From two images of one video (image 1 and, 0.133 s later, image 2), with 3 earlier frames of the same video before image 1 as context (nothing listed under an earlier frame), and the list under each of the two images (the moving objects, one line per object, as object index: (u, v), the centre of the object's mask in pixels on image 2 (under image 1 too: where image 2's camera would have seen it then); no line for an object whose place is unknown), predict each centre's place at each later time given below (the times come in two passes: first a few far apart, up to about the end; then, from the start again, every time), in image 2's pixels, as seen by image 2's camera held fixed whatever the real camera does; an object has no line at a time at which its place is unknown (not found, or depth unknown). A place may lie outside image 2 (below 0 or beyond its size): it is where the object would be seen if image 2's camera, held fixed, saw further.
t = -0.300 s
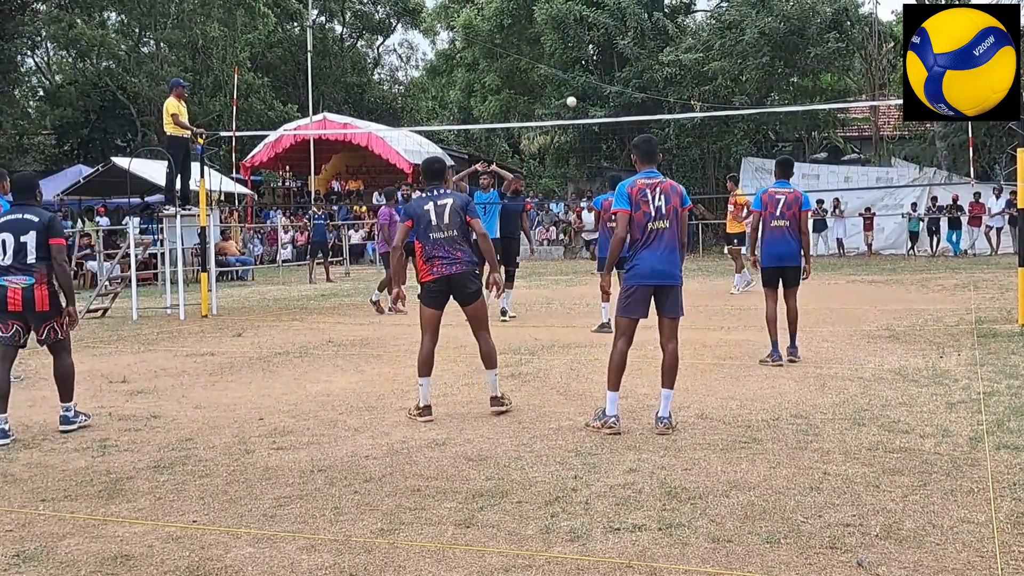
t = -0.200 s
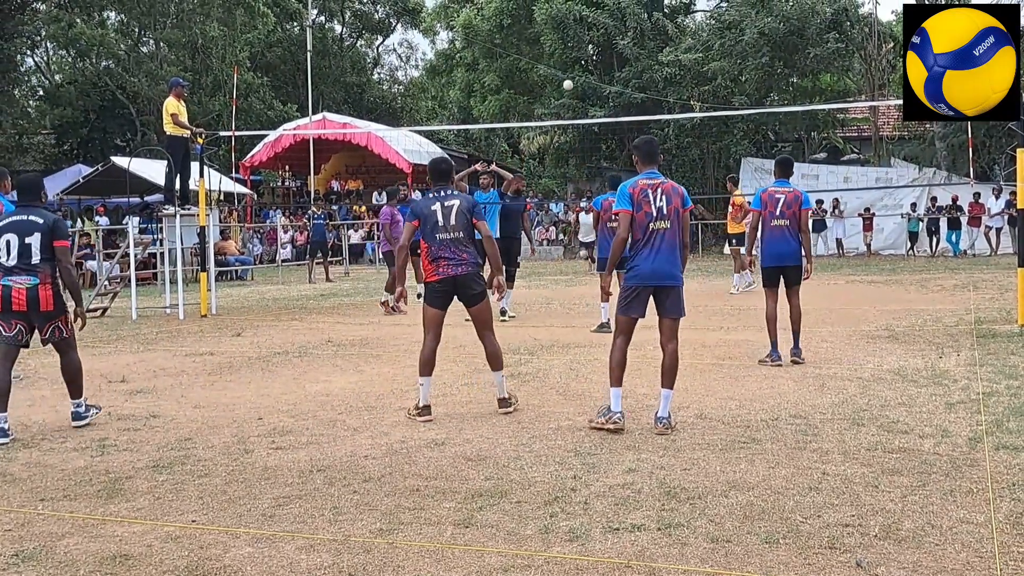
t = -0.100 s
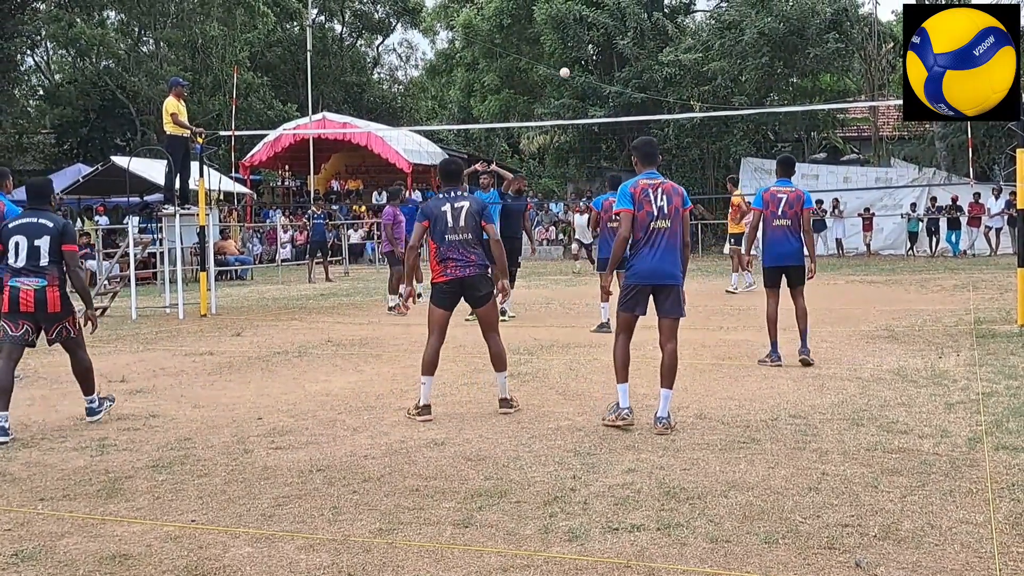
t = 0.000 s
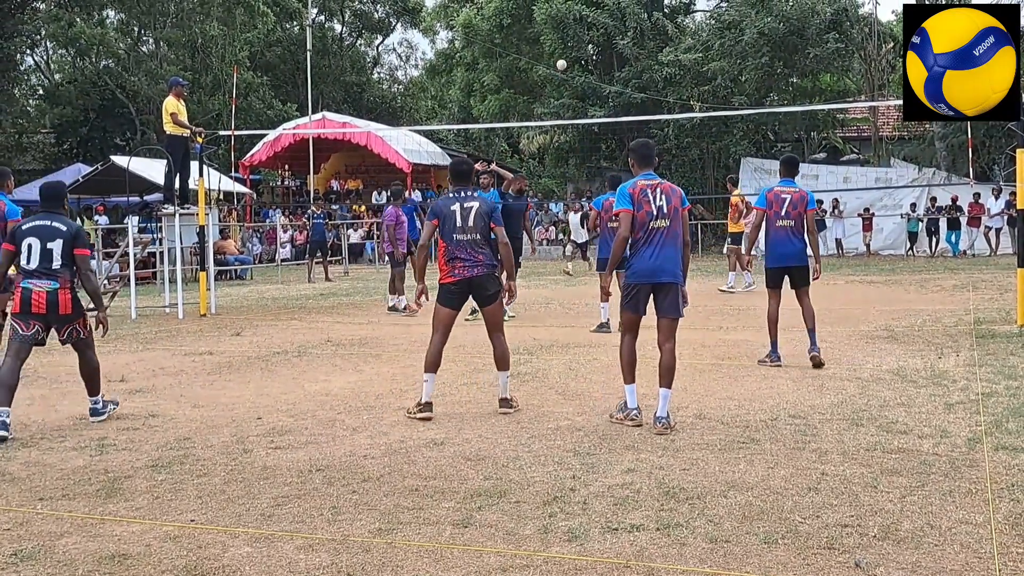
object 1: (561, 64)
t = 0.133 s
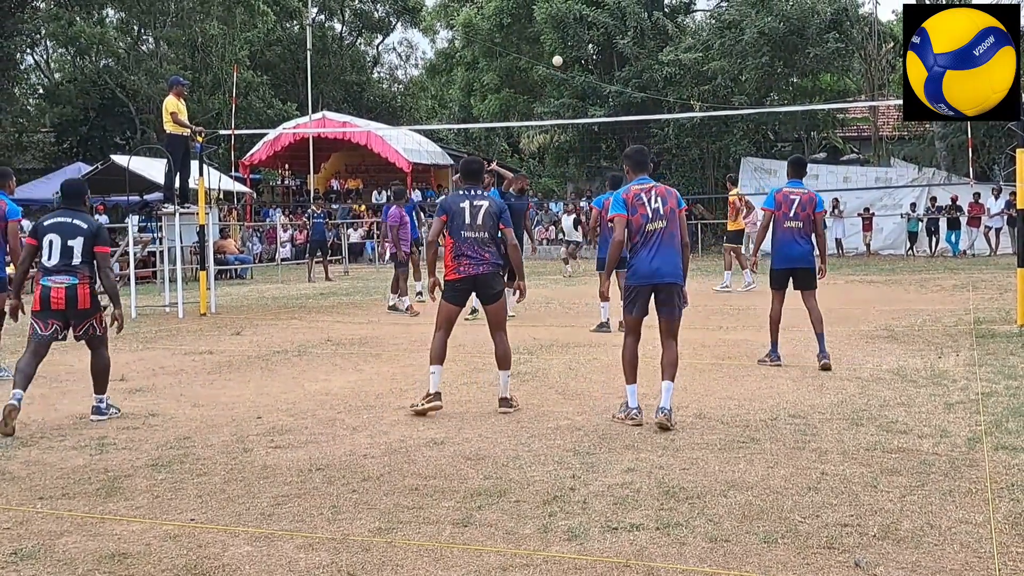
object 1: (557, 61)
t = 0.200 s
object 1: (555, 62)
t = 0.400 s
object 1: (549, 79)
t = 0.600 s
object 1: (543, 115)
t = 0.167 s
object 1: (556, 61)
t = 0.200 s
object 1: (555, 62)
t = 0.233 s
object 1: (554, 63)
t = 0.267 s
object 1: (553, 65)
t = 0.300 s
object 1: (552, 68)
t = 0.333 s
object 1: (551, 71)
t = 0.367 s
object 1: (550, 75)
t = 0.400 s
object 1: (549, 79)
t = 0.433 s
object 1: (548, 84)
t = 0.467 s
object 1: (547, 89)
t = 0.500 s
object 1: (546, 94)
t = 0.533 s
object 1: (545, 101)
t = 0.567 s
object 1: (544, 107)
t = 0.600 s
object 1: (543, 115)
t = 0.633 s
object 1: (542, 123)
